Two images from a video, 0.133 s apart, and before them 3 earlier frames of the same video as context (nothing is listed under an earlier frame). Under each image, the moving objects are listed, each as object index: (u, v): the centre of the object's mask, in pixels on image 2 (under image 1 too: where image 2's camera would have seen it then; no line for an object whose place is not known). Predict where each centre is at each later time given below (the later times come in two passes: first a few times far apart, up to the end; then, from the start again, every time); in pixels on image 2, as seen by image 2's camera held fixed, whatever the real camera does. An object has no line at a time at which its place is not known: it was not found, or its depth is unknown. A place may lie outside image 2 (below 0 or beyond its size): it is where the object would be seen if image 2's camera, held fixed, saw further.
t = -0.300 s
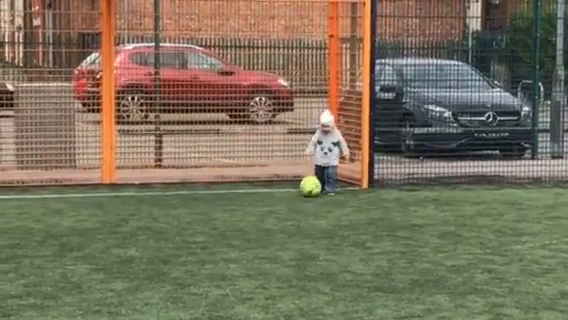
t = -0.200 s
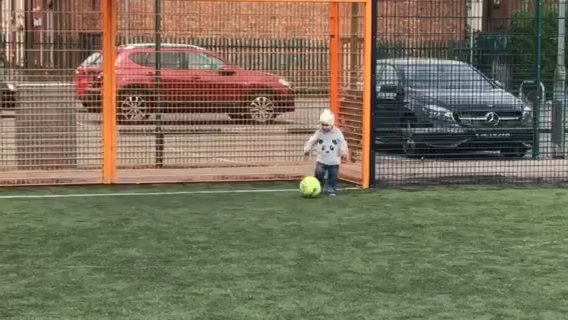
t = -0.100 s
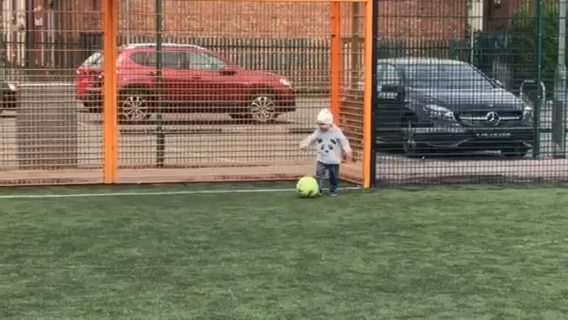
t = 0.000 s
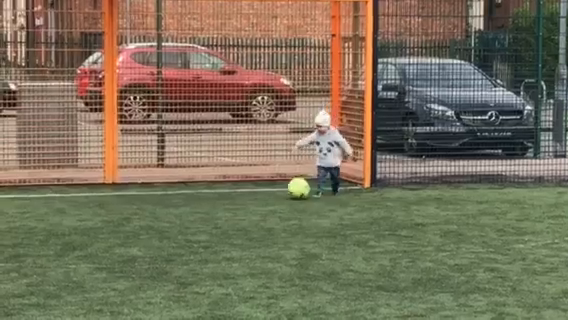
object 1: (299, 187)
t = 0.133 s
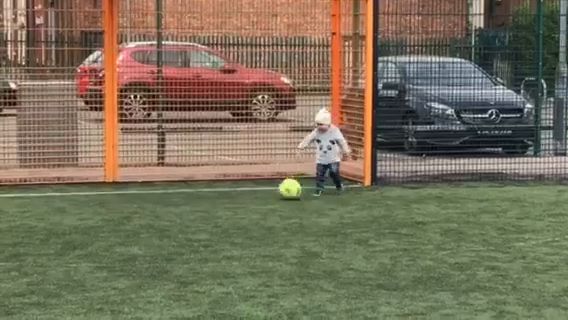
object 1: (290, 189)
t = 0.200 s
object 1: (286, 190)
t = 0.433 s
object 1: (273, 192)
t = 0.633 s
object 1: (262, 194)
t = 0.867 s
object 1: (251, 196)
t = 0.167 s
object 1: (287, 189)
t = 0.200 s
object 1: (286, 190)
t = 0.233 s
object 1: (284, 190)
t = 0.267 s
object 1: (283, 191)
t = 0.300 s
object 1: (280, 191)
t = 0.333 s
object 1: (279, 191)
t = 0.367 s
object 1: (277, 192)
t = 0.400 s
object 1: (275, 192)
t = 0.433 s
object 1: (273, 192)
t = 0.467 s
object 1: (271, 193)
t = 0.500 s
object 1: (270, 193)
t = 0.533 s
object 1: (268, 193)
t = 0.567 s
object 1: (266, 194)
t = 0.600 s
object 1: (264, 194)
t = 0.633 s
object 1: (262, 194)
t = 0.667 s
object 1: (261, 195)
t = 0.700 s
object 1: (259, 195)
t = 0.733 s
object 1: (257, 195)
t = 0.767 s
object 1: (256, 195)
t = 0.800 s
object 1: (254, 196)
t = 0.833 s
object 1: (253, 196)
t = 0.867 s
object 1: (251, 196)
